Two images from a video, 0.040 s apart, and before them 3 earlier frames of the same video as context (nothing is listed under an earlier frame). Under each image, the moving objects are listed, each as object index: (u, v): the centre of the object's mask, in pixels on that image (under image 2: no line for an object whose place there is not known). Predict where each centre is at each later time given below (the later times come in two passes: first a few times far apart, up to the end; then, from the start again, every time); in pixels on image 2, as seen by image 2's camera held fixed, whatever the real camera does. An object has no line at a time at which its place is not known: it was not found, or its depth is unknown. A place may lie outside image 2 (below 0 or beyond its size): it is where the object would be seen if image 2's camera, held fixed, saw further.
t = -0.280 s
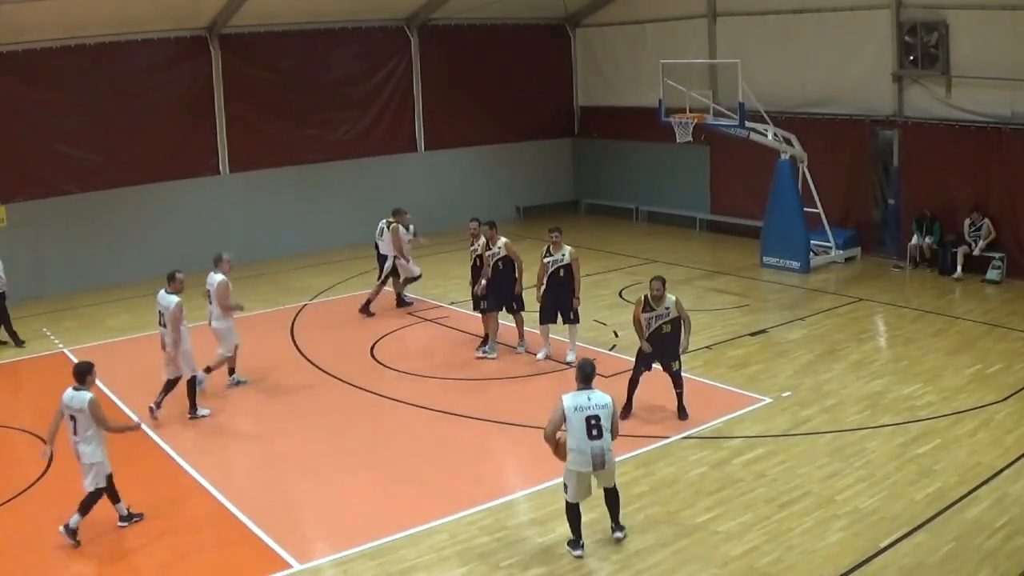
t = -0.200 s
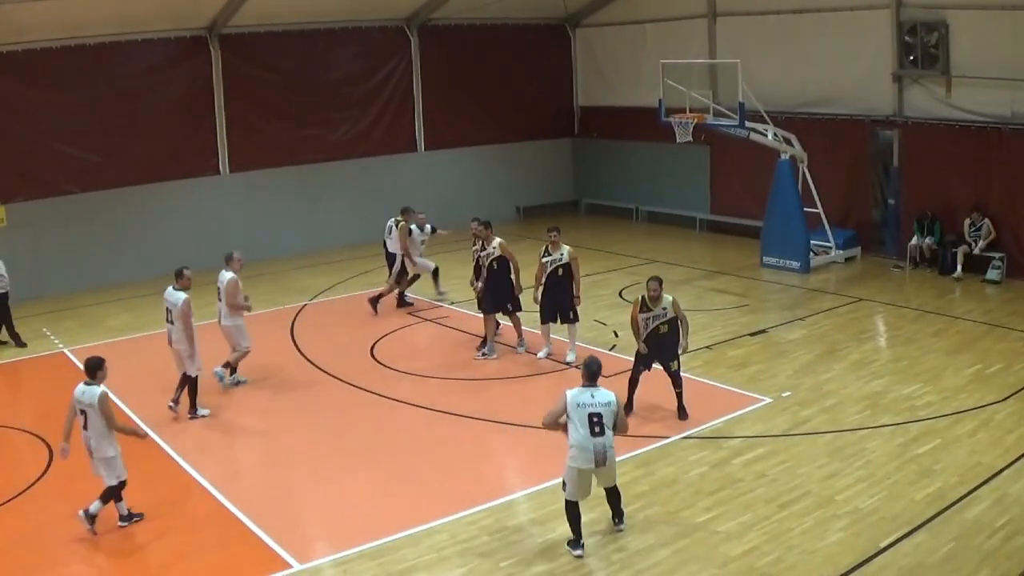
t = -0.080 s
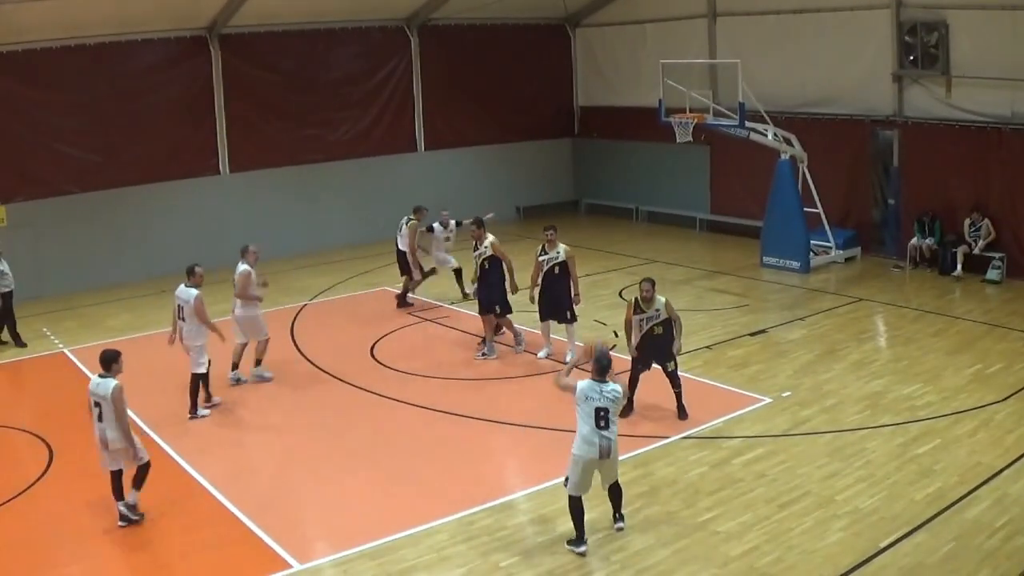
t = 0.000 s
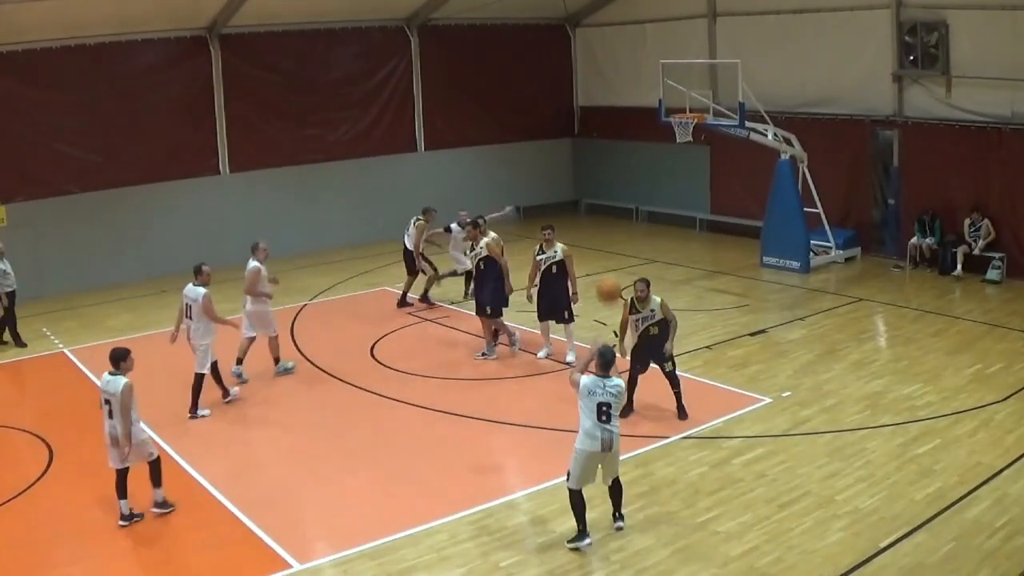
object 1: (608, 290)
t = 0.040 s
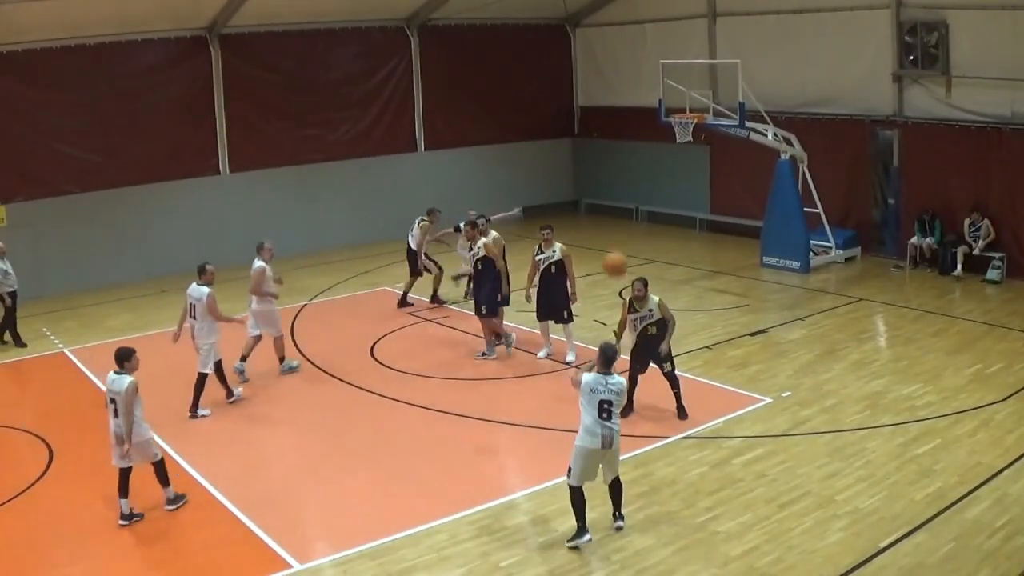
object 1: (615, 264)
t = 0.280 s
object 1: (646, 167)
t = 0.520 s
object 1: (668, 141)
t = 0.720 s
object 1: (685, 151)
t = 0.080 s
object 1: (620, 240)
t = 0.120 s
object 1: (625, 221)
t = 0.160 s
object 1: (631, 205)
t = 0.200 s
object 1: (636, 191)
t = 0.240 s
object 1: (641, 177)
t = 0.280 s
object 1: (646, 167)
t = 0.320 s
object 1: (650, 158)
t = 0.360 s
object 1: (654, 151)
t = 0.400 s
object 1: (658, 146)
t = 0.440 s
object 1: (661, 143)
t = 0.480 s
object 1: (665, 141)
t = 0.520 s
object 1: (668, 141)
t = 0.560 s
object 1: (671, 141)
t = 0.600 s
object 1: (674, 143)
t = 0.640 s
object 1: (679, 144)
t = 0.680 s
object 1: (682, 147)
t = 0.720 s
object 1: (685, 151)
